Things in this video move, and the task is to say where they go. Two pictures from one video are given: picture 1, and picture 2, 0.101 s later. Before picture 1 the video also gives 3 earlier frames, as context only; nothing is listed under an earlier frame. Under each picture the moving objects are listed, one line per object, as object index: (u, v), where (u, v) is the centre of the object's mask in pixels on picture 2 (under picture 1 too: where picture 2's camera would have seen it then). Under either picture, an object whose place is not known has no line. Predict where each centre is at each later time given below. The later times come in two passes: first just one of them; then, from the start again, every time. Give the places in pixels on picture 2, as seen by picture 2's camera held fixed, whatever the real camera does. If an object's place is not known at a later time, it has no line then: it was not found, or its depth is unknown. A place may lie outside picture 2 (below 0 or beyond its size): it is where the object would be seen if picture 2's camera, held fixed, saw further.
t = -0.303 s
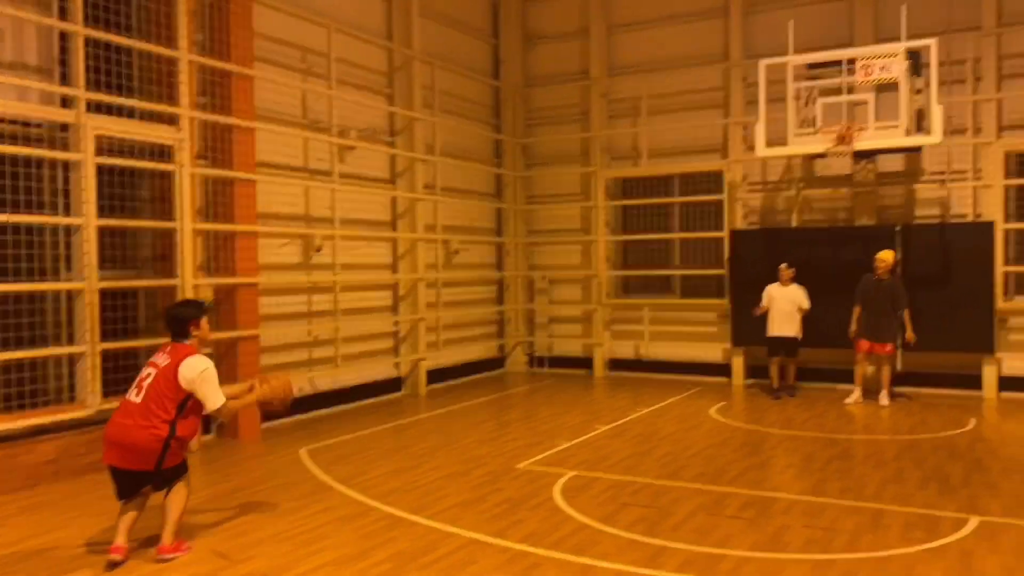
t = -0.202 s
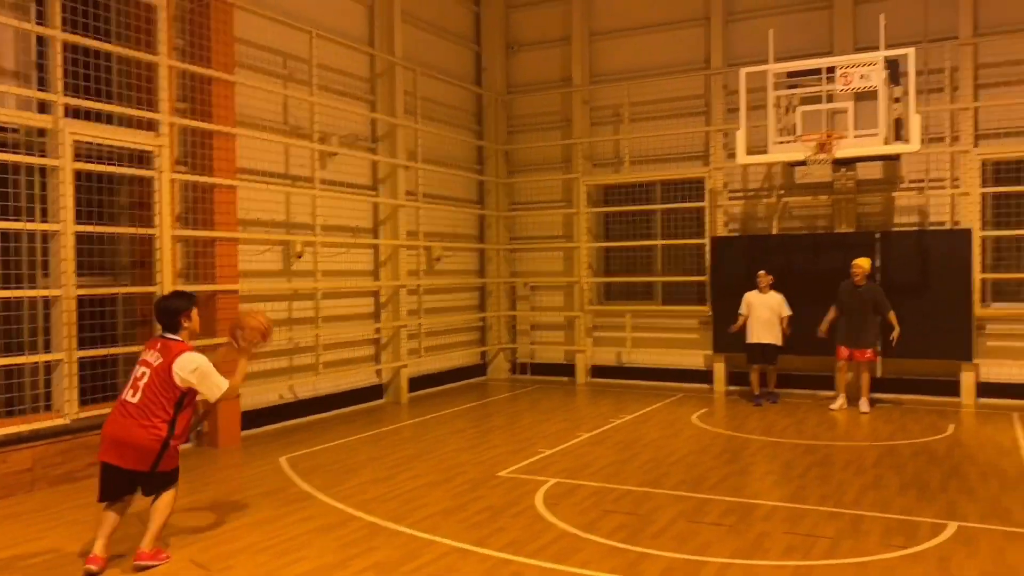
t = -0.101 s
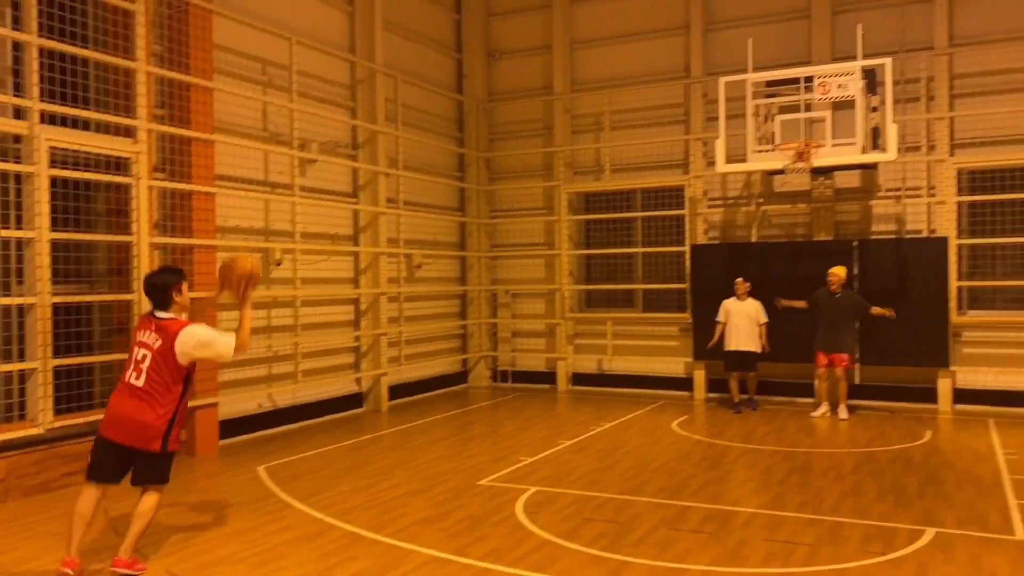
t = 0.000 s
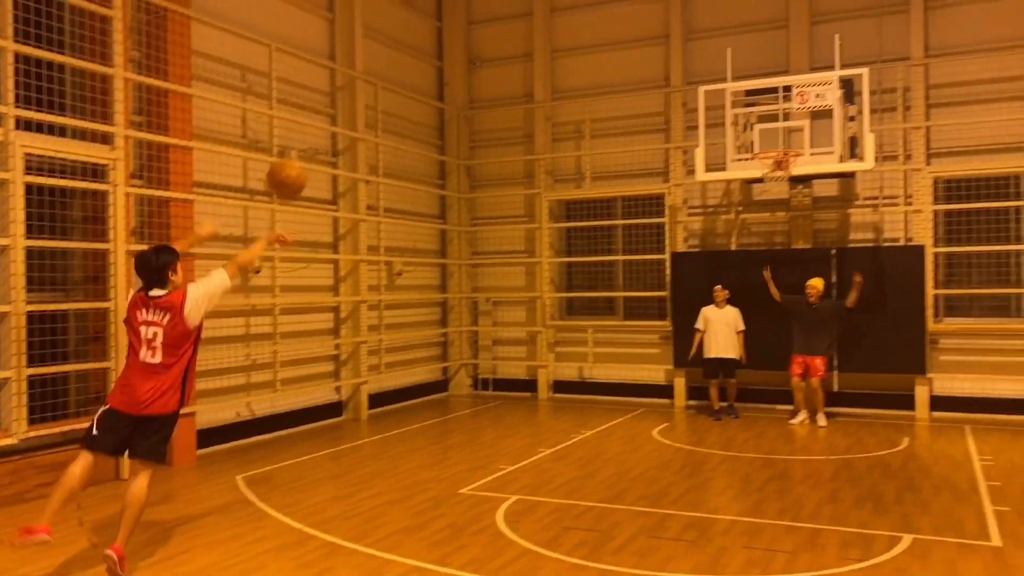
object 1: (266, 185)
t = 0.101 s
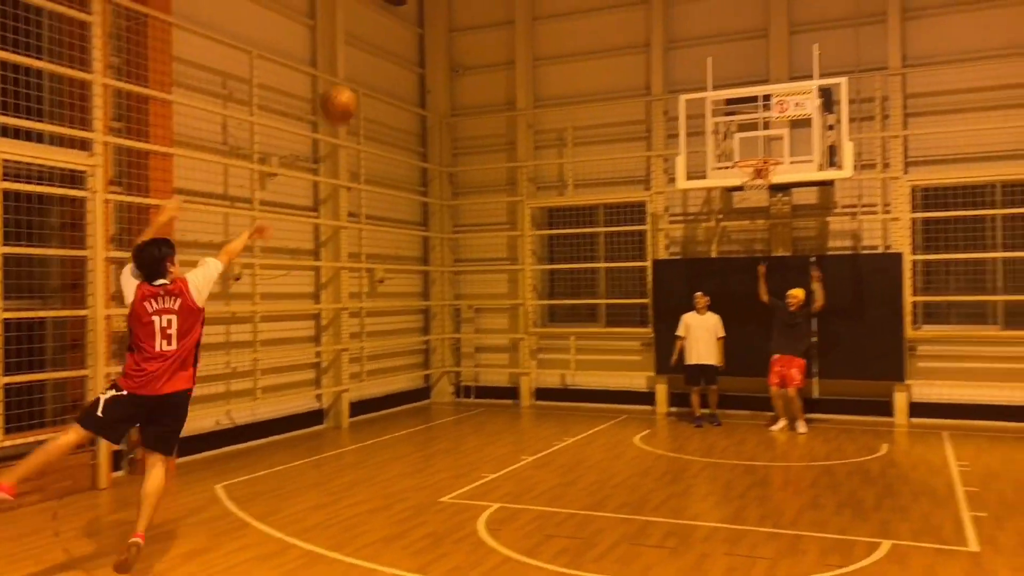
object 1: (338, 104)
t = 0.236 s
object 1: (416, 33)
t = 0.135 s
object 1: (359, 83)
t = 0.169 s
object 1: (379, 64)
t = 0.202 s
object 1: (398, 48)
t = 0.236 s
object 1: (416, 33)
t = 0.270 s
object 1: (434, 21)
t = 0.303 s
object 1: (451, 11)
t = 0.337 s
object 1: (468, 2)
